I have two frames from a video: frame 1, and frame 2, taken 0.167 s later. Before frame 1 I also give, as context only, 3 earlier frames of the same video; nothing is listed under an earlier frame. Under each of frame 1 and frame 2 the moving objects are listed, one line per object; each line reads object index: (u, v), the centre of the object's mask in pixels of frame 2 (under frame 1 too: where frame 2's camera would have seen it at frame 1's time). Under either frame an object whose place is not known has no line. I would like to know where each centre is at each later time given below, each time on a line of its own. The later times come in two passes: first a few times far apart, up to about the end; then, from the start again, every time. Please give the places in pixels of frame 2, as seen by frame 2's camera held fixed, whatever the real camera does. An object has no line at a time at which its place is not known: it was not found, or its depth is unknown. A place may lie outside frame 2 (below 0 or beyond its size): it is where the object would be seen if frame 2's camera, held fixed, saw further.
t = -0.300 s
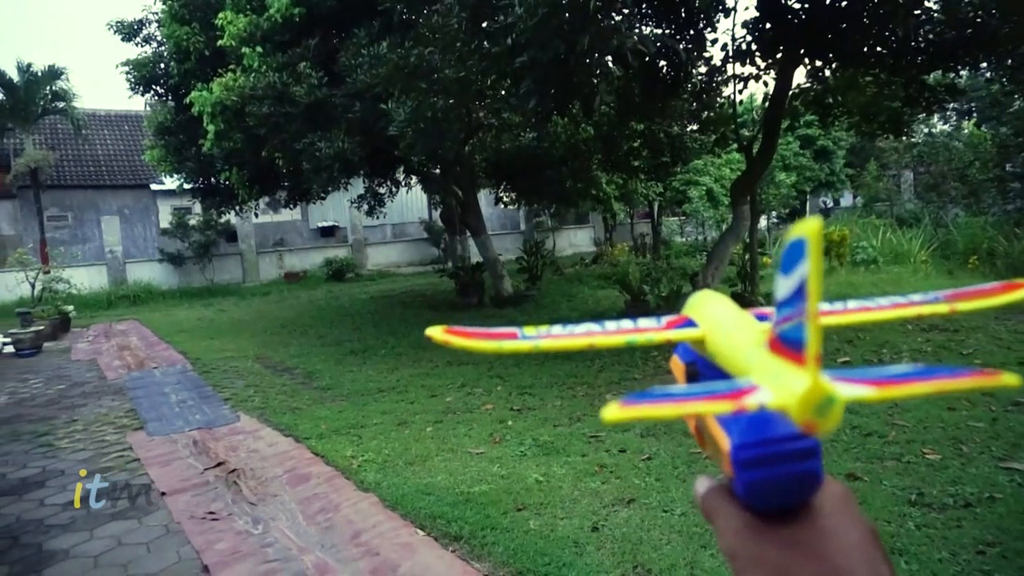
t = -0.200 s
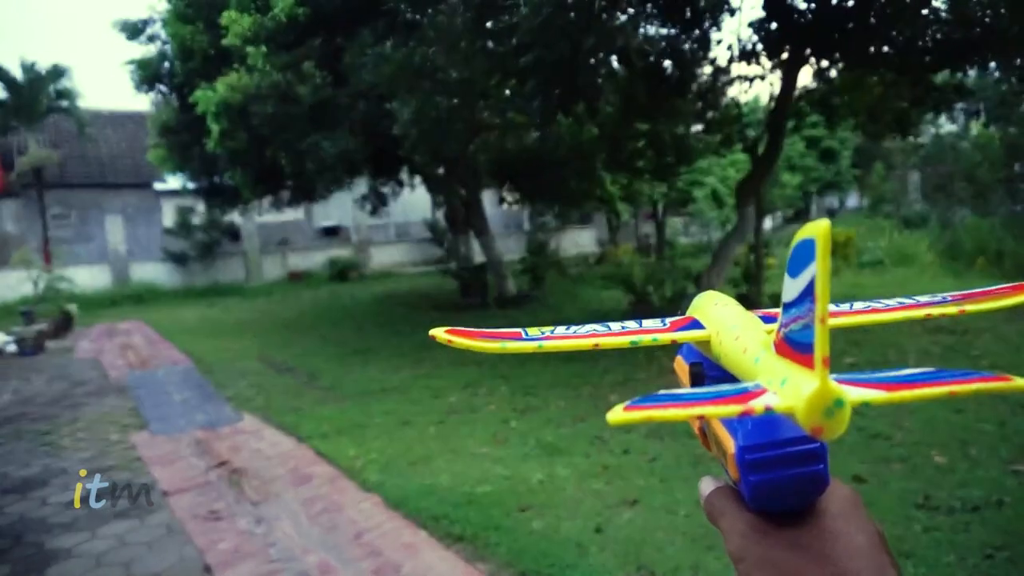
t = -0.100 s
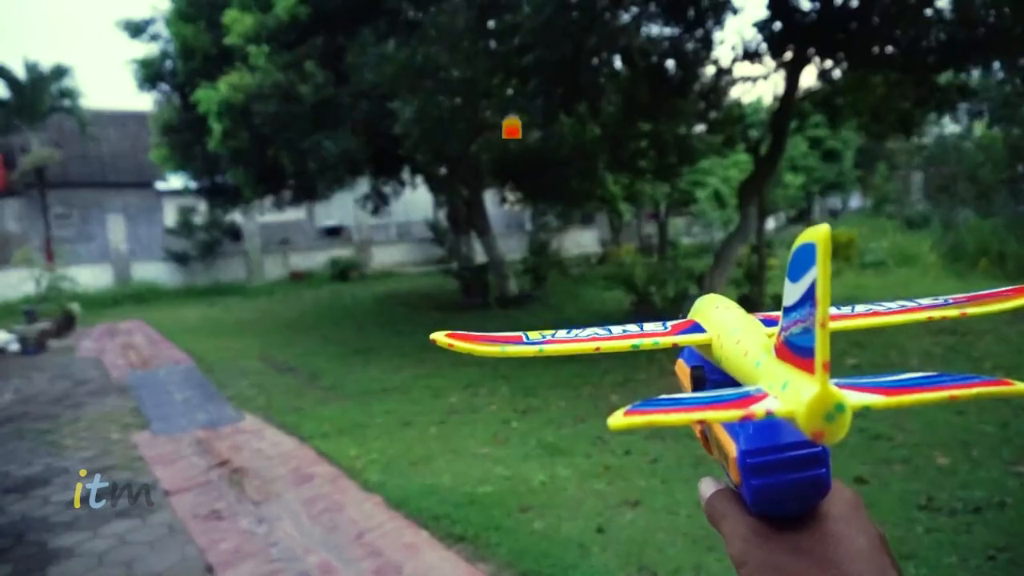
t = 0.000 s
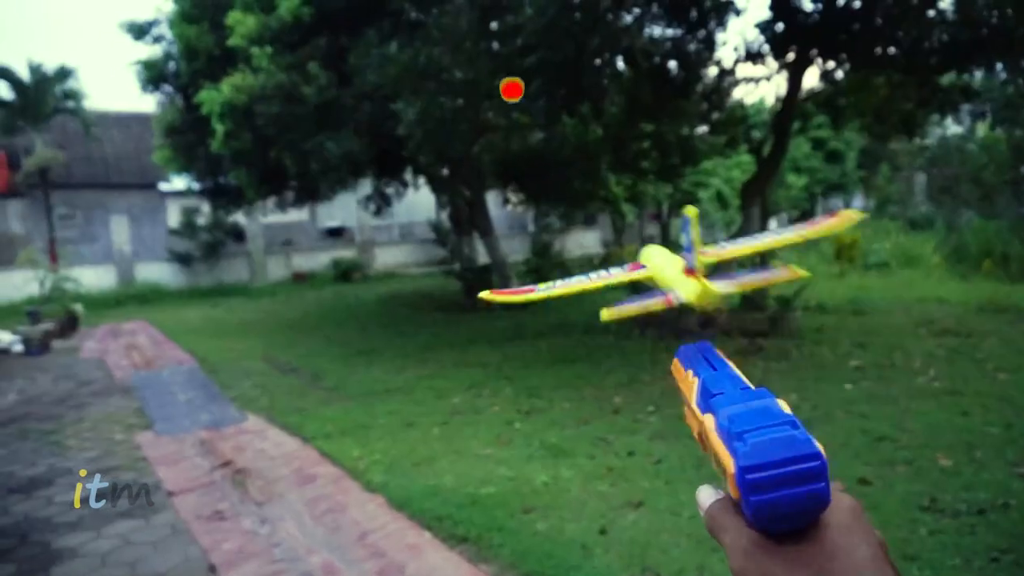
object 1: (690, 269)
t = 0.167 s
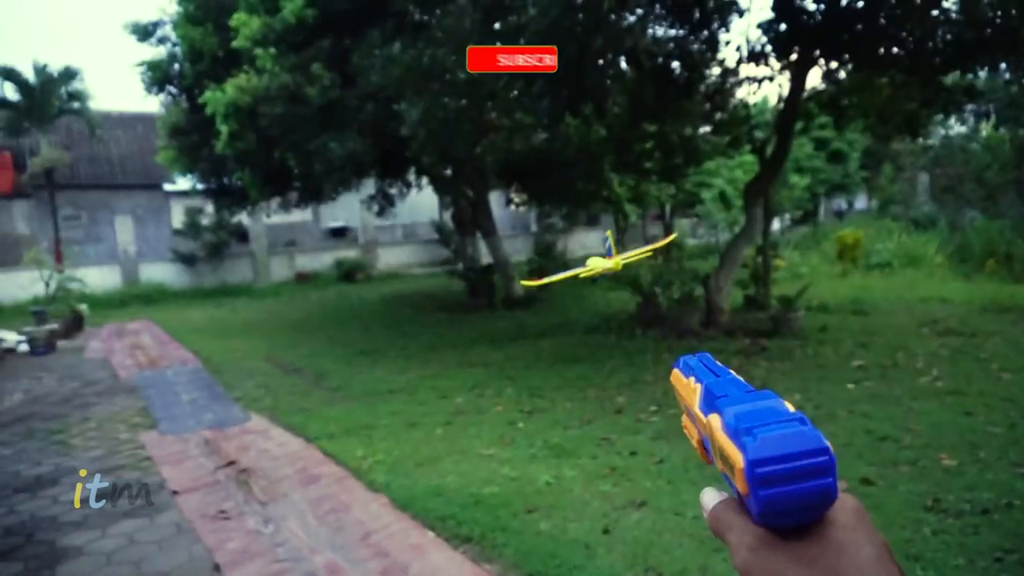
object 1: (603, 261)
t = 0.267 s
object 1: (582, 286)
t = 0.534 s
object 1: (533, 340)
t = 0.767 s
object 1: (497, 382)
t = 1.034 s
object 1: (466, 400)
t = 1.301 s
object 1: (455, 398)
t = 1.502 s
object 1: (456, 399)
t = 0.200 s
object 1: (596, 269)
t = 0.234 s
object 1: (588, 277)
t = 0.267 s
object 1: (582, 286)
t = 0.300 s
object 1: (576, 295)
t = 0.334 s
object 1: (571, 303)
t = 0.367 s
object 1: (565, 312)
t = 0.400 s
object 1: (560, 318)
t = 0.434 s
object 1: (553, 325)
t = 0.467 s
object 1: (546, 330)
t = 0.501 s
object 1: (540, 335)
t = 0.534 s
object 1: (533, 340)
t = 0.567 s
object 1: (528, 346)
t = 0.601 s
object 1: (521, 352)
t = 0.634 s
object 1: (516, 358)
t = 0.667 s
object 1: (512, 364)
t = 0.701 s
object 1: (507, 371)
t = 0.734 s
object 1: (502, 377)
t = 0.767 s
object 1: (497, 382)
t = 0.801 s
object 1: (493, 388)
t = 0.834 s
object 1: (487, 393)
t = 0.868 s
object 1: (482, 398)
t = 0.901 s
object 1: (478, 401)
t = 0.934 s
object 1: (473, 405)
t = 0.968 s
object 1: (468, 405)
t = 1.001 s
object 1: (468, 402)
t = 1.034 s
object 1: (466, 400)
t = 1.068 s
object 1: (465, 398)
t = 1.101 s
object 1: (463, 397)
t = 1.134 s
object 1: (462, 397)
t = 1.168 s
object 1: (460, 397)
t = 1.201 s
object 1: (459, 398)
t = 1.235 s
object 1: (458, 399)
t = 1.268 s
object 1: (457, 398)
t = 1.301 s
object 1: (455, 398)
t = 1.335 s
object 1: (455, 398)
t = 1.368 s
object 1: (456, 399)
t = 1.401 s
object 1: (457, 399)
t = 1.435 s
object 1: (457, 399)
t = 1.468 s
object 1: (456, 399)
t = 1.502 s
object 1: (456, 399)
